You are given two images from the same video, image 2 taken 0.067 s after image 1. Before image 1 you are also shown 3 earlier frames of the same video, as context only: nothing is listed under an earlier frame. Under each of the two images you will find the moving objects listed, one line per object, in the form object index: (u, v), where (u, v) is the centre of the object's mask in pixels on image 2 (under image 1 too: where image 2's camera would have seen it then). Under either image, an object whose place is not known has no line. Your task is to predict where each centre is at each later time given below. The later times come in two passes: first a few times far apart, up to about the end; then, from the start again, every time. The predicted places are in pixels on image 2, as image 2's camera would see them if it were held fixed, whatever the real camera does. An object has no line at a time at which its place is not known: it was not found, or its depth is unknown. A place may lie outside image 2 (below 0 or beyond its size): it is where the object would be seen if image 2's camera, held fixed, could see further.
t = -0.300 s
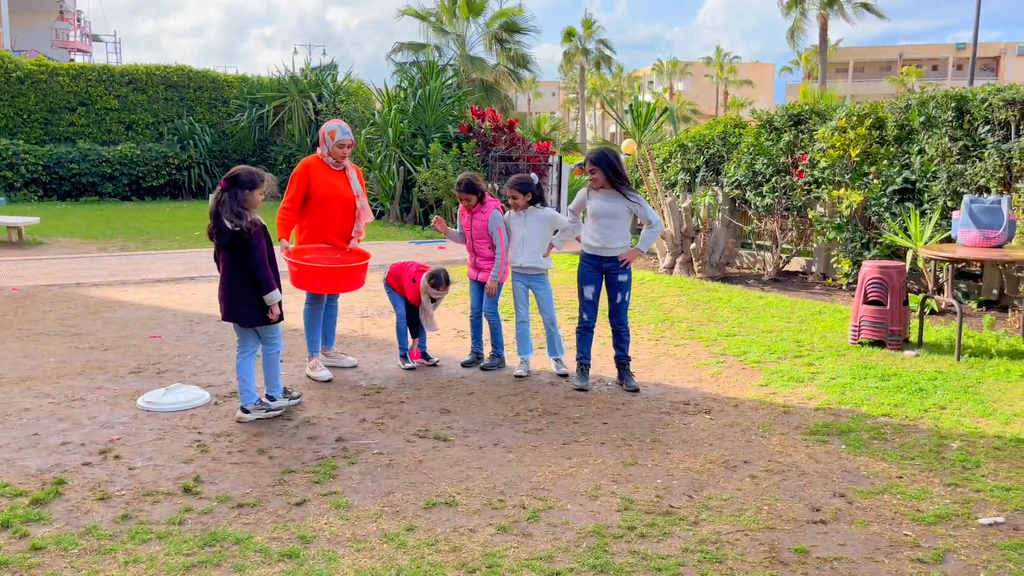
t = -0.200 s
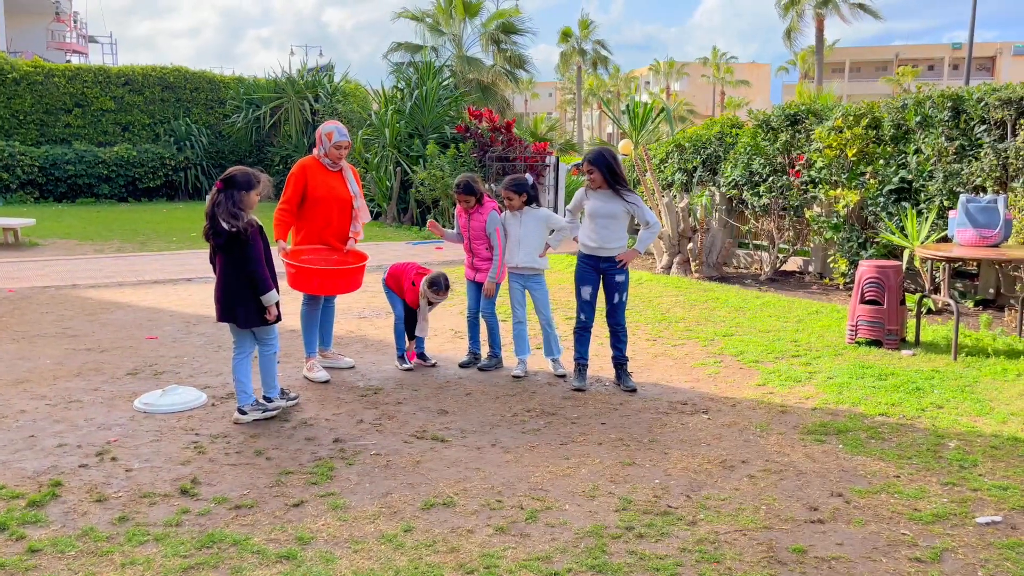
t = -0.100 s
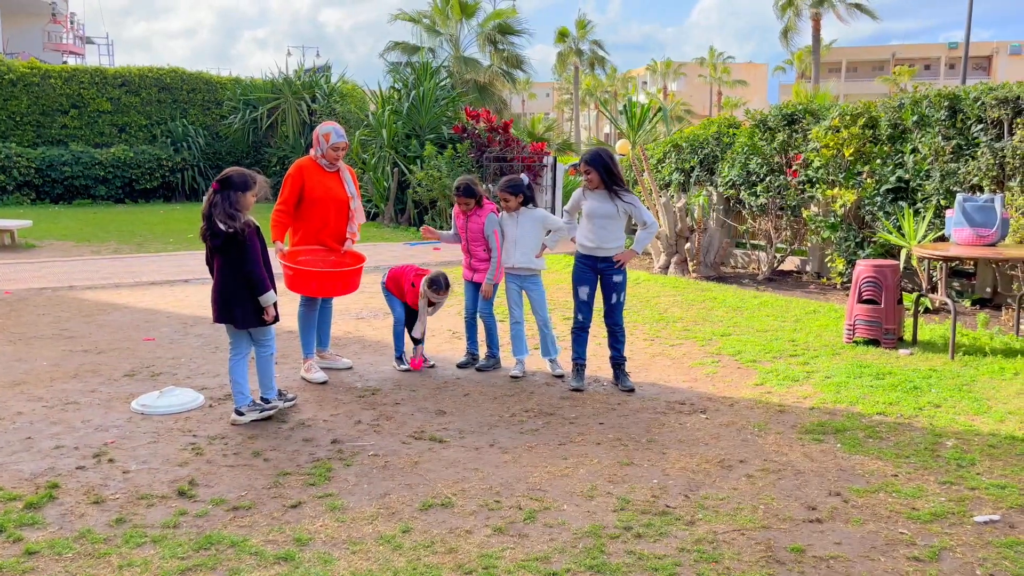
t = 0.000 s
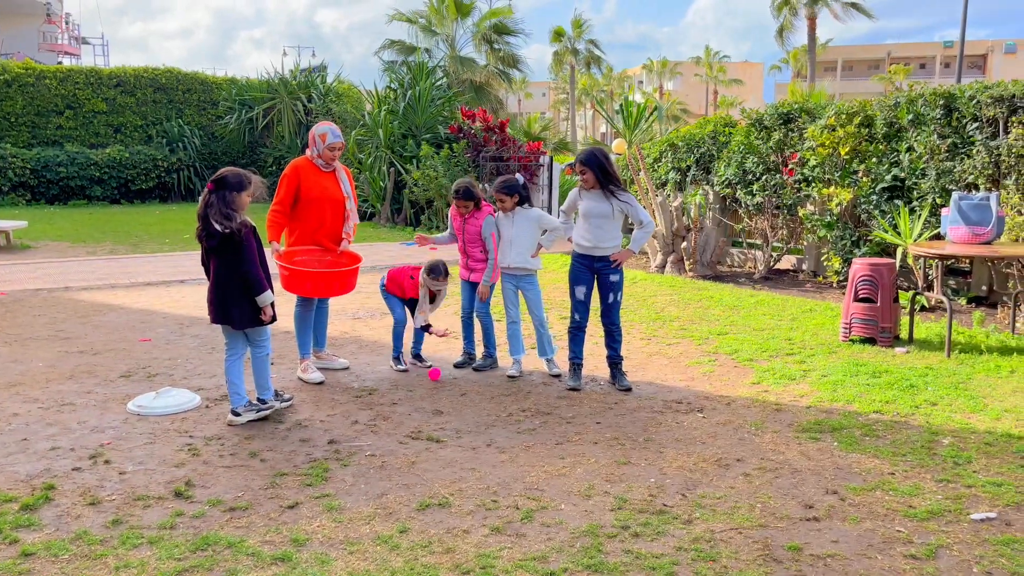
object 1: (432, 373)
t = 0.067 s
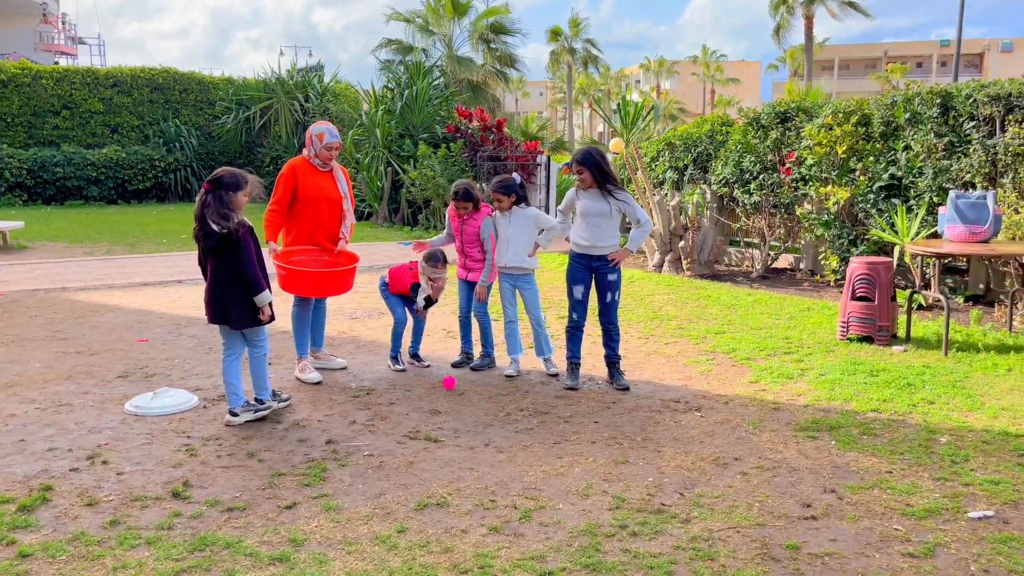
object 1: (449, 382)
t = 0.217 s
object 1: (489, 402)
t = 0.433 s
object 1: (557, 434)
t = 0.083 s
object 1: (453, 384)
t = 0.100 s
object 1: (457, 386)
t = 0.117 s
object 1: (461, 388)
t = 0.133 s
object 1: (466, 391)
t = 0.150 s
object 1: (470, 393)
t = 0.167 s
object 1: (475, 395)
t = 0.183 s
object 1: (480, 397)
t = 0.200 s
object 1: (484, 400)
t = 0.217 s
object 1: (489, 402)
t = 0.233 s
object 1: (494, 404)
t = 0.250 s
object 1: (499, 406)
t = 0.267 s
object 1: (504, 409)
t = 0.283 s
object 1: (509, 409)
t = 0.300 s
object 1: (514, 411)
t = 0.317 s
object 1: (519, 412)
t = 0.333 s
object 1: (524, 414)
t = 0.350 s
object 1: (529, 417)
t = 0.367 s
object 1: (535, 421)
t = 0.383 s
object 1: (540, 425)
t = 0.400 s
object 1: (546, 429)
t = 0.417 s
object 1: (551, 431)
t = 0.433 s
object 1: (557, 434)
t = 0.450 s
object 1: (563, 437)
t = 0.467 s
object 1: (570, 439)
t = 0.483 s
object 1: (576, 440)
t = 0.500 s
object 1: (582, 442)
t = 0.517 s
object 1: (589, 444)
